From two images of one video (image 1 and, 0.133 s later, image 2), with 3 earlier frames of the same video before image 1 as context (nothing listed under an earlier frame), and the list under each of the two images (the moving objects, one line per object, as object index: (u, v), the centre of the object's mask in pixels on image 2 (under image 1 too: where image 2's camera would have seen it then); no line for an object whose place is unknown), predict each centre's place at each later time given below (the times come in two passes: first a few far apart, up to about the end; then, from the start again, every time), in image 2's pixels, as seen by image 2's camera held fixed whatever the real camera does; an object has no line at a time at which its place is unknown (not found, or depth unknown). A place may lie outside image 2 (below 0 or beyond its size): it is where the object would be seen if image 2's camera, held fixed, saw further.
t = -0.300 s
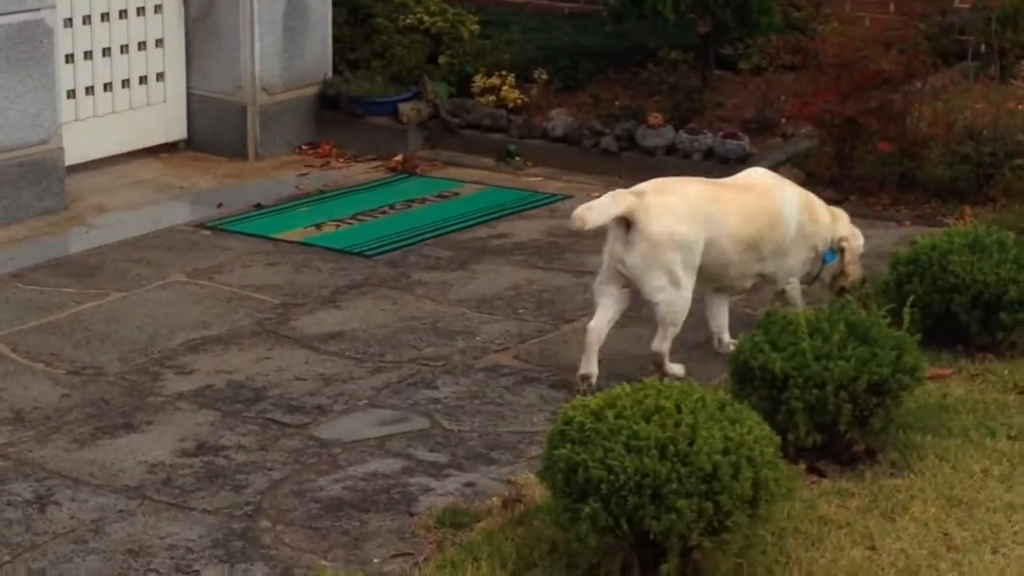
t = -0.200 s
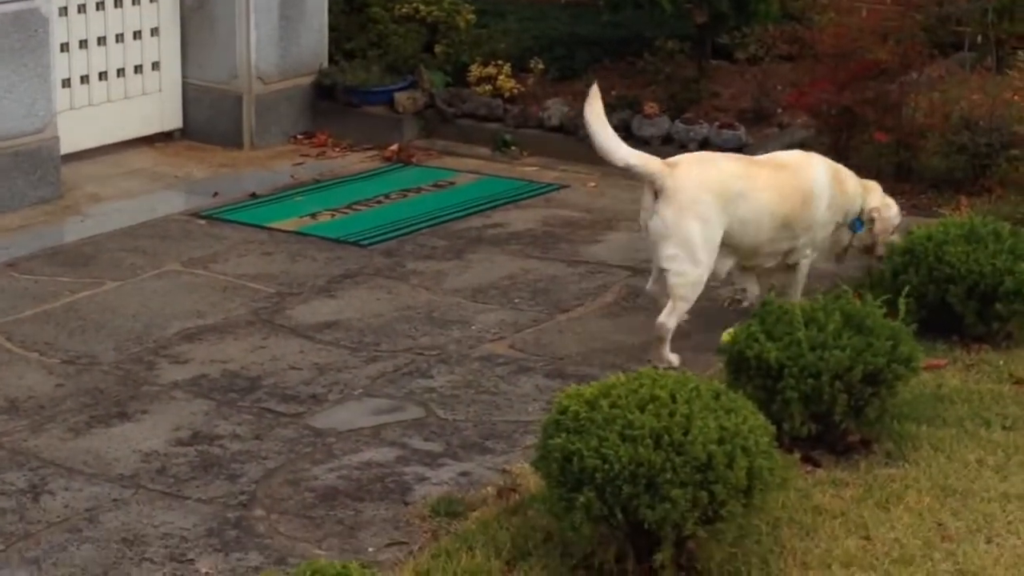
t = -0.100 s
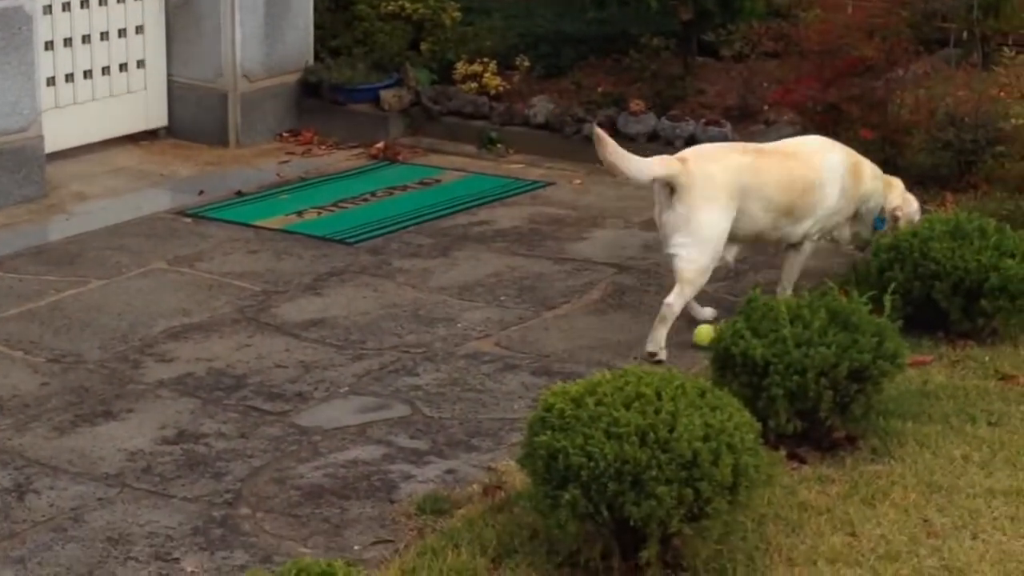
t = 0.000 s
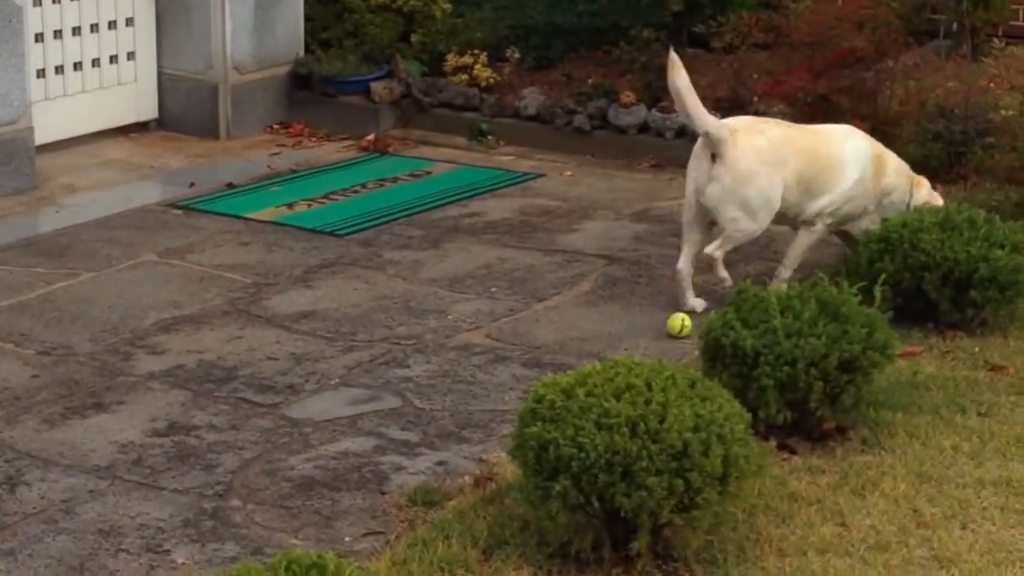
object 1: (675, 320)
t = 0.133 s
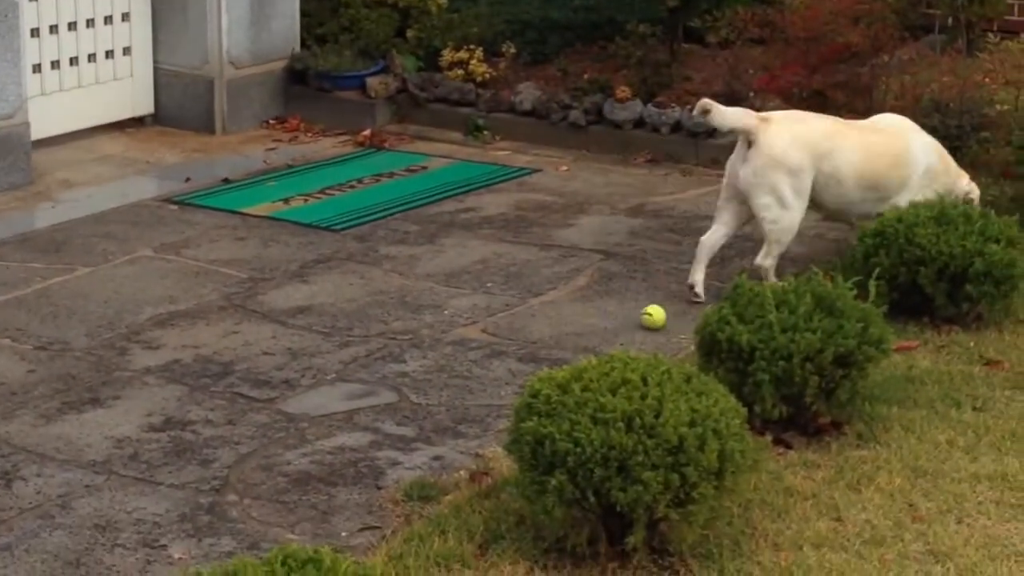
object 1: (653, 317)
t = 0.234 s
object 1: (636, 315)
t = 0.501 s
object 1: (588, 309)
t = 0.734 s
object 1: (544, 304)
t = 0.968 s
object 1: (494, 301)
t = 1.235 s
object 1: (419, 294)
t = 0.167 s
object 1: (648, 316)
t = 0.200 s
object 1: (643, 316)
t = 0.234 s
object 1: (636, 315)
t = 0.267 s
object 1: (630, 314)
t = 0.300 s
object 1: (625, 313)
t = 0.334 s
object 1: (619, 313)
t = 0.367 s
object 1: (613, 312)
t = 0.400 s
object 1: (607, 311)
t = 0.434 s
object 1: (601, 310)
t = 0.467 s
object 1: (595, 310)
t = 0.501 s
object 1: (588, 309)
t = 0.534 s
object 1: (582, 309)
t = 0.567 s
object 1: (577, 308)
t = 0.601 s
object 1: (570, 307)
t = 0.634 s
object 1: (564, 306)
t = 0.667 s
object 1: (557, 305)
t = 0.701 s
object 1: (551, 305)
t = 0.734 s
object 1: (544, 304)
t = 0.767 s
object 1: (537, 303)
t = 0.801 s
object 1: (530, 303)
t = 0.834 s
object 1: (523, 302)
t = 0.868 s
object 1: (516, 302)
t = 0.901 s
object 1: (509, 302)
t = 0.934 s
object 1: (501, 301)
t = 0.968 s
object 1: (494, 301)
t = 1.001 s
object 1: (484, 300)
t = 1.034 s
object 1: (476, 299)
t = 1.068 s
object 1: (466, 299)
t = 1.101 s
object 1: (457, 298)
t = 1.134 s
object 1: (448, 297)
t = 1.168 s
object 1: (439, 297)
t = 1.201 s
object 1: (429, 295)
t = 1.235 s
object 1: (419, 294)
